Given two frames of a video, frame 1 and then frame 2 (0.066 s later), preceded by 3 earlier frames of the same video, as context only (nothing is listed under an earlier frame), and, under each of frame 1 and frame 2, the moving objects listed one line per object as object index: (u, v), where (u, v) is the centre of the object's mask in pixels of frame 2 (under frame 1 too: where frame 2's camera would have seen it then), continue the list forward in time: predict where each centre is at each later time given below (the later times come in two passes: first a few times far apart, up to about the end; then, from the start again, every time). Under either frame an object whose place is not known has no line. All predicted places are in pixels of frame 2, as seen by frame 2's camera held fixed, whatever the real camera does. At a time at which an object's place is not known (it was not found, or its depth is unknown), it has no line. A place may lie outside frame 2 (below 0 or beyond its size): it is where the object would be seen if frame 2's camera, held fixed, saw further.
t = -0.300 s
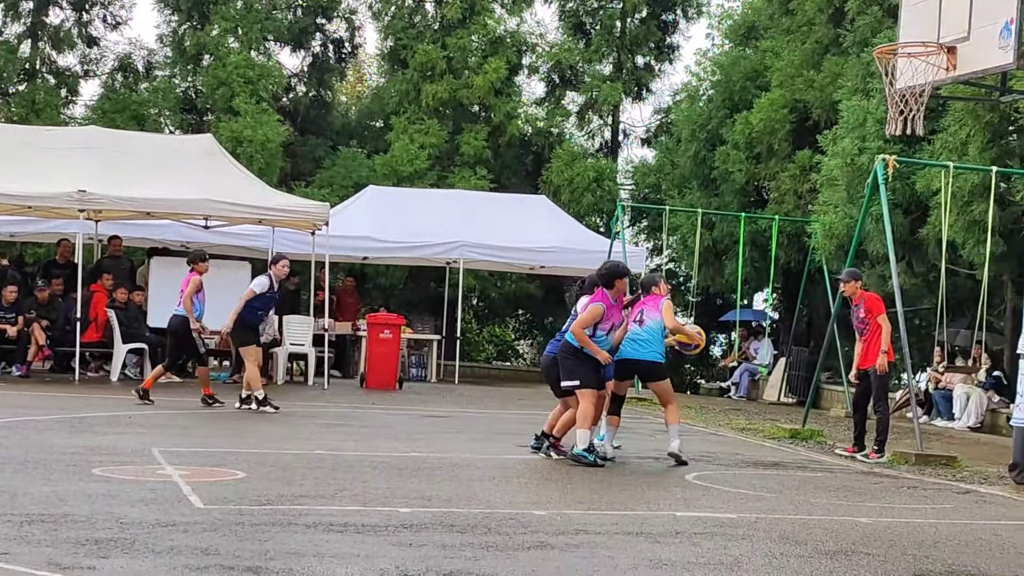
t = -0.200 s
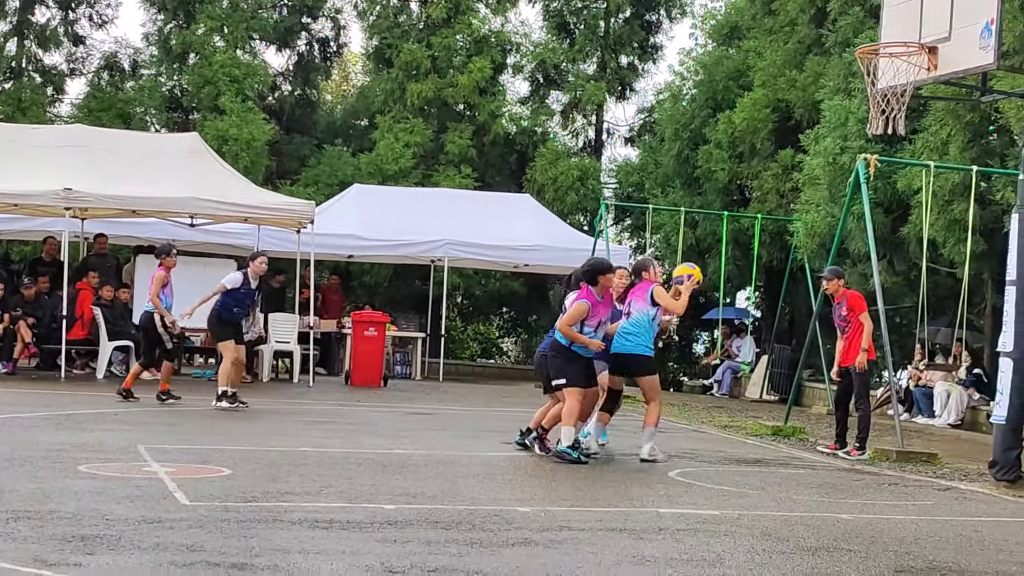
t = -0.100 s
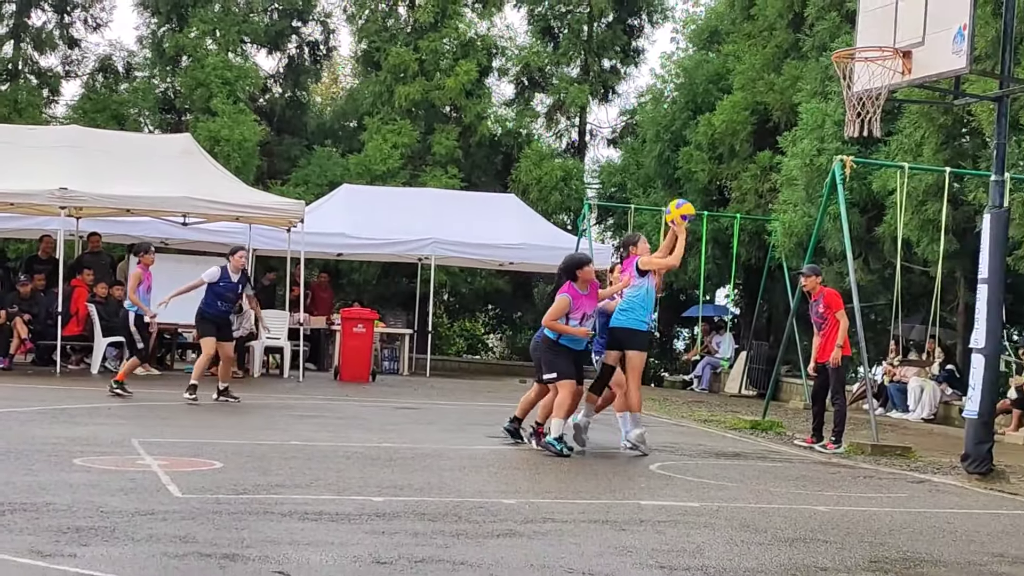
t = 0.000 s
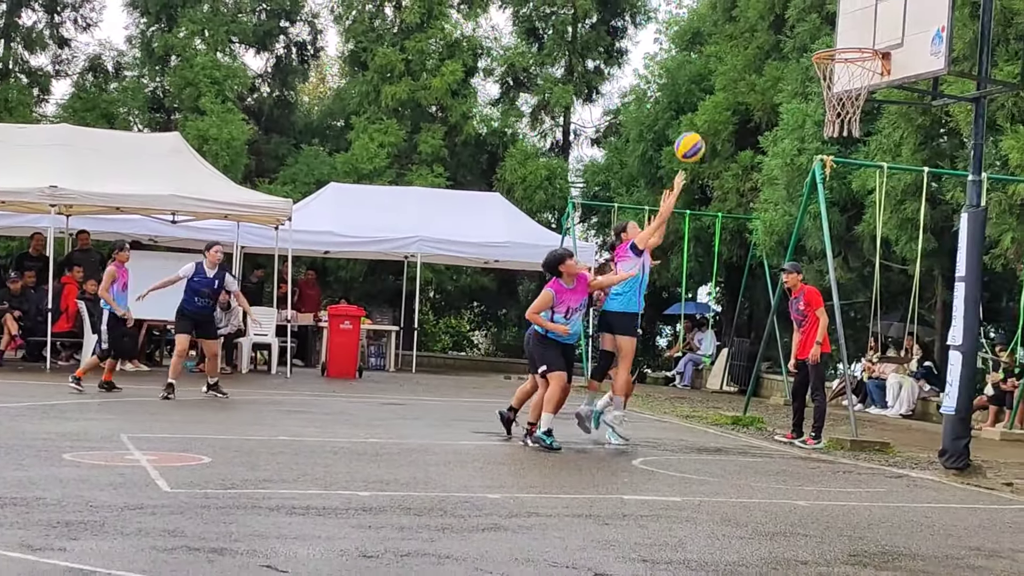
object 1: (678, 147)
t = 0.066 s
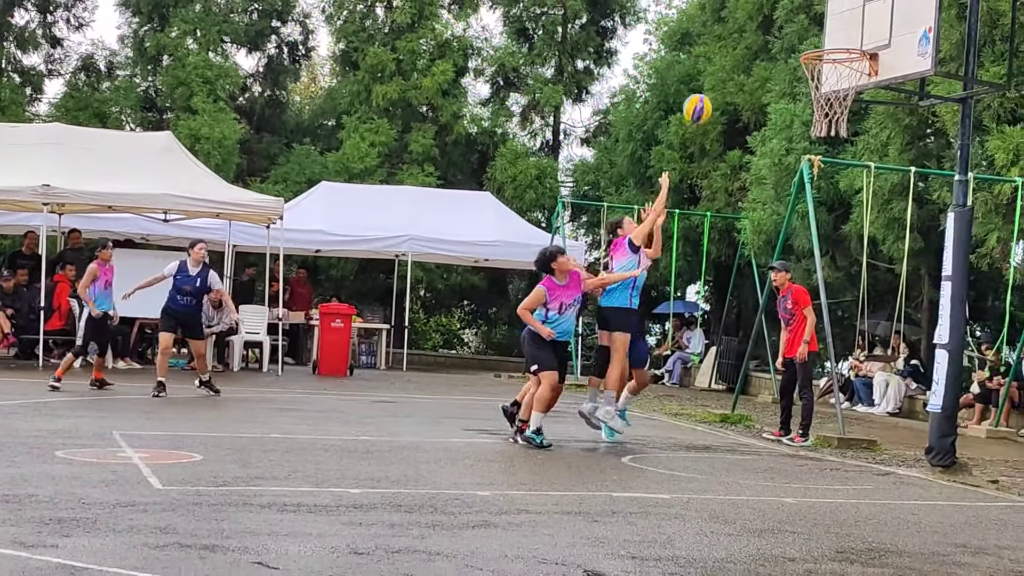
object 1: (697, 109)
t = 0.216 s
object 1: (740, 41)
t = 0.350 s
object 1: (776, 8)
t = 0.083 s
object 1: (701, 101)
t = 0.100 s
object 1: (706, 92)
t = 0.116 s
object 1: (711, 84)
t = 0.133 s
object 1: (716, 76)
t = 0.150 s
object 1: (721, 68)
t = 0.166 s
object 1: (726, 61)
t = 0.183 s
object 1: (730, 54)
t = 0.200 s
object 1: (735, 47)
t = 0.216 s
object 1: (740, 41)
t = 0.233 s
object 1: (744, 35)
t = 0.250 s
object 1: (749, 29)
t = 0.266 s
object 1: (753, 24)
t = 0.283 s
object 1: (757, 19)
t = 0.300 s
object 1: (762, 15)
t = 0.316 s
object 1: (767, 12)
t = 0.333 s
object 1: (771, 10)
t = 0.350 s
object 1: (776, 8)
